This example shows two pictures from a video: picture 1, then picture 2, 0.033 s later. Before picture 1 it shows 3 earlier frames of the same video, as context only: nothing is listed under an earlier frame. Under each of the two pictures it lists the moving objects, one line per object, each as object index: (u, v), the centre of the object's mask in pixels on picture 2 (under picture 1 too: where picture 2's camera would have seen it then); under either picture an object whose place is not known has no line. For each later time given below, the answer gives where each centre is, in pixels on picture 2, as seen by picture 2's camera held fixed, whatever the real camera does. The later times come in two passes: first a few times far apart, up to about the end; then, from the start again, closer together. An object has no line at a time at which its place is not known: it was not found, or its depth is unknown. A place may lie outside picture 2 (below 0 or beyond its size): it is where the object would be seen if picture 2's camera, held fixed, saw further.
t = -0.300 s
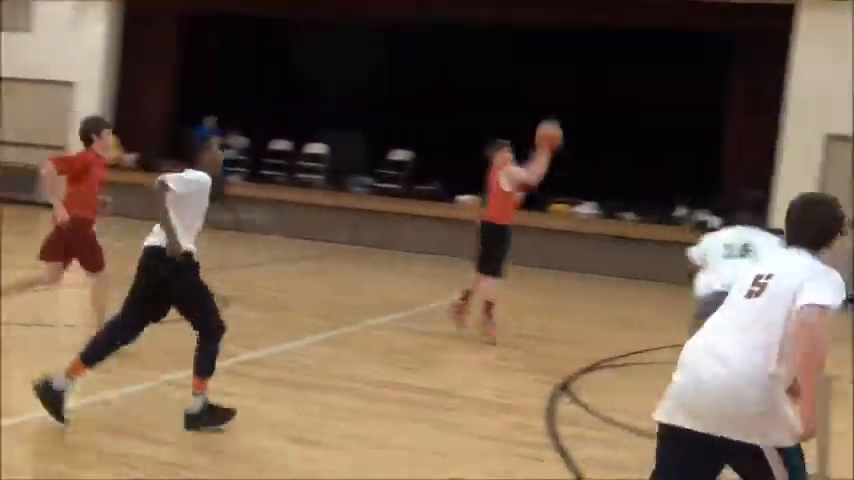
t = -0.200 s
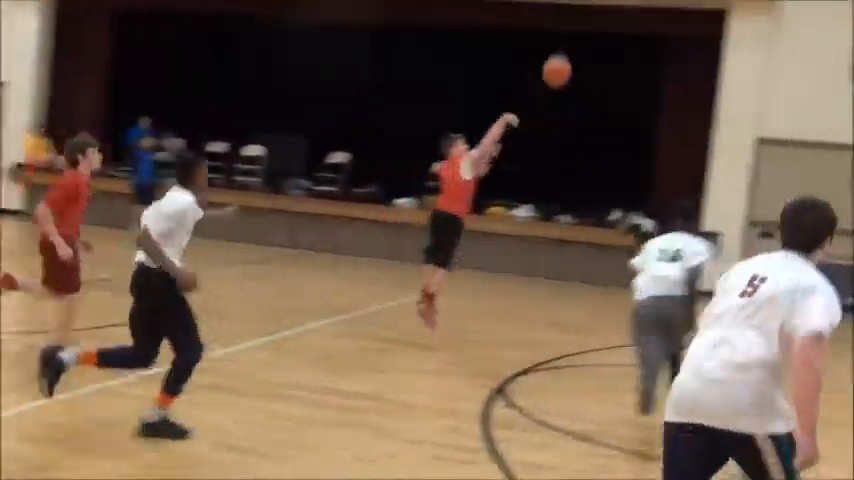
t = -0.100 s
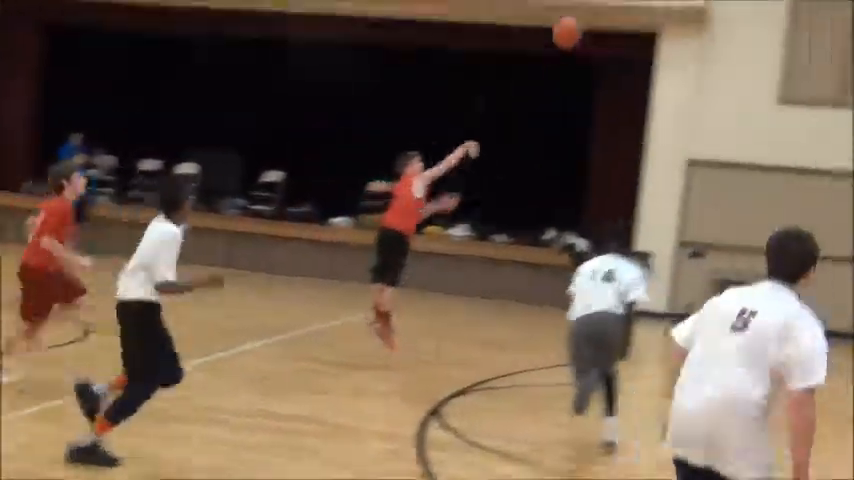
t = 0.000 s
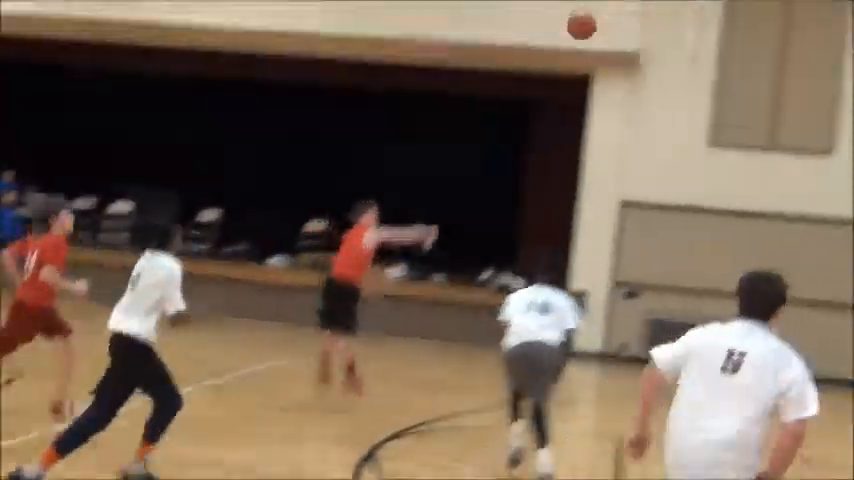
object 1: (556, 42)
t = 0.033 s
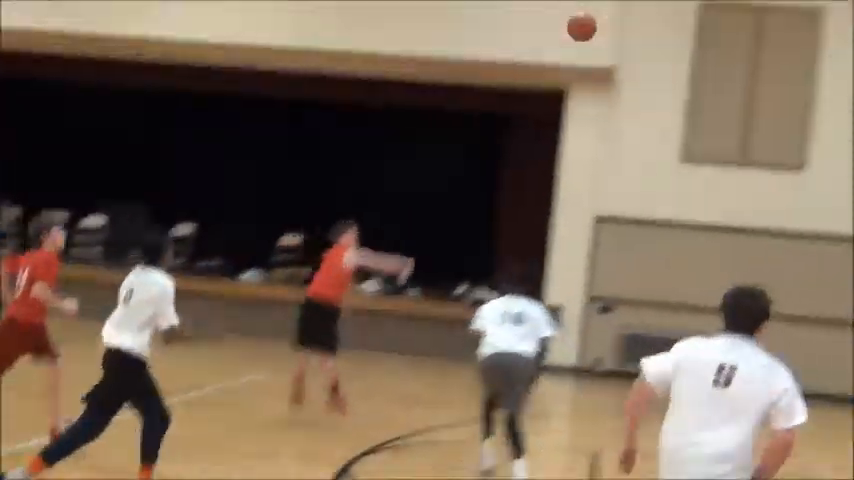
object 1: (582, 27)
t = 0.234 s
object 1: (746, -30)
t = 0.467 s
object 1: (941, -39)
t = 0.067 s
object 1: (608, 14)
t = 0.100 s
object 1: (636, 3)
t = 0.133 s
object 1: (663, -6)
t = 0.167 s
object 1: (689, -16)
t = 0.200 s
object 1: (718, -24)
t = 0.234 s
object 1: (746, -30)
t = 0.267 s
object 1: (773, -36)
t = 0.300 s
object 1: (801, -40)
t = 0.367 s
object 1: (855, -44)
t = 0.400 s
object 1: (884, -44)
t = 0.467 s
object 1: (941, -39)
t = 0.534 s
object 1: (999, -29)
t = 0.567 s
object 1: (1029, -22)
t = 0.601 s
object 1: (1059, -12)
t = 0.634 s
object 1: (1090, -2)
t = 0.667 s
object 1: (1120, 10)
